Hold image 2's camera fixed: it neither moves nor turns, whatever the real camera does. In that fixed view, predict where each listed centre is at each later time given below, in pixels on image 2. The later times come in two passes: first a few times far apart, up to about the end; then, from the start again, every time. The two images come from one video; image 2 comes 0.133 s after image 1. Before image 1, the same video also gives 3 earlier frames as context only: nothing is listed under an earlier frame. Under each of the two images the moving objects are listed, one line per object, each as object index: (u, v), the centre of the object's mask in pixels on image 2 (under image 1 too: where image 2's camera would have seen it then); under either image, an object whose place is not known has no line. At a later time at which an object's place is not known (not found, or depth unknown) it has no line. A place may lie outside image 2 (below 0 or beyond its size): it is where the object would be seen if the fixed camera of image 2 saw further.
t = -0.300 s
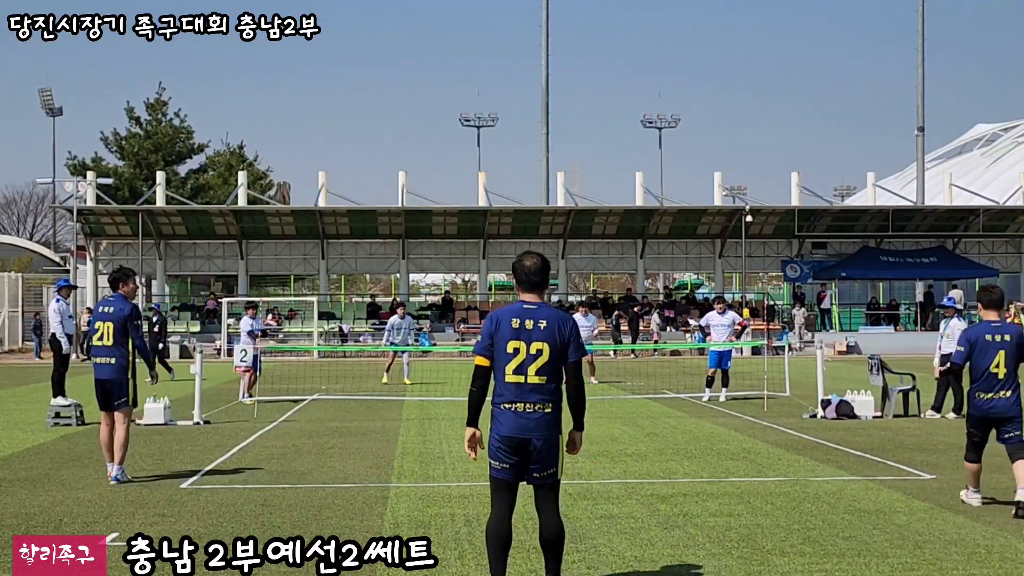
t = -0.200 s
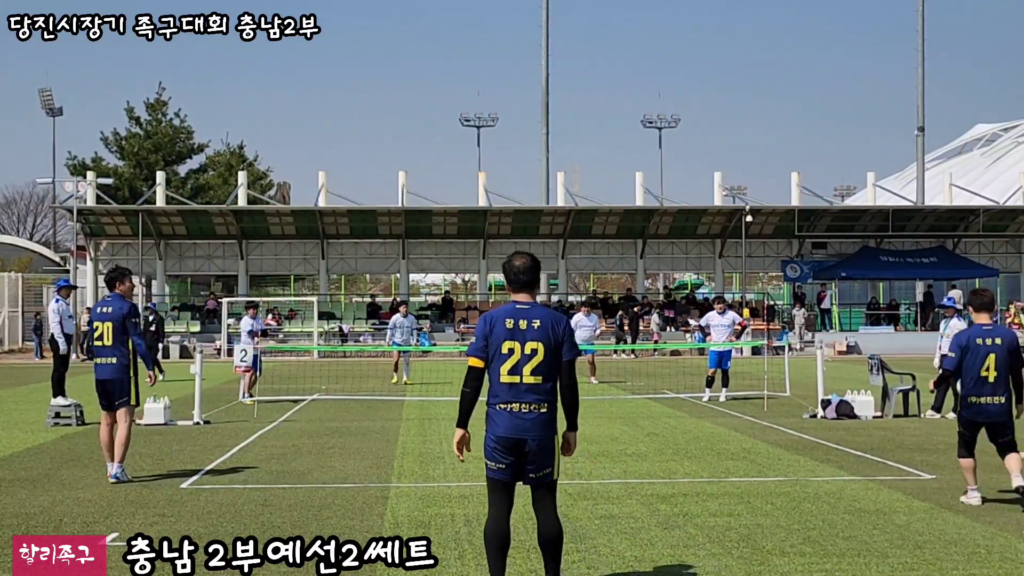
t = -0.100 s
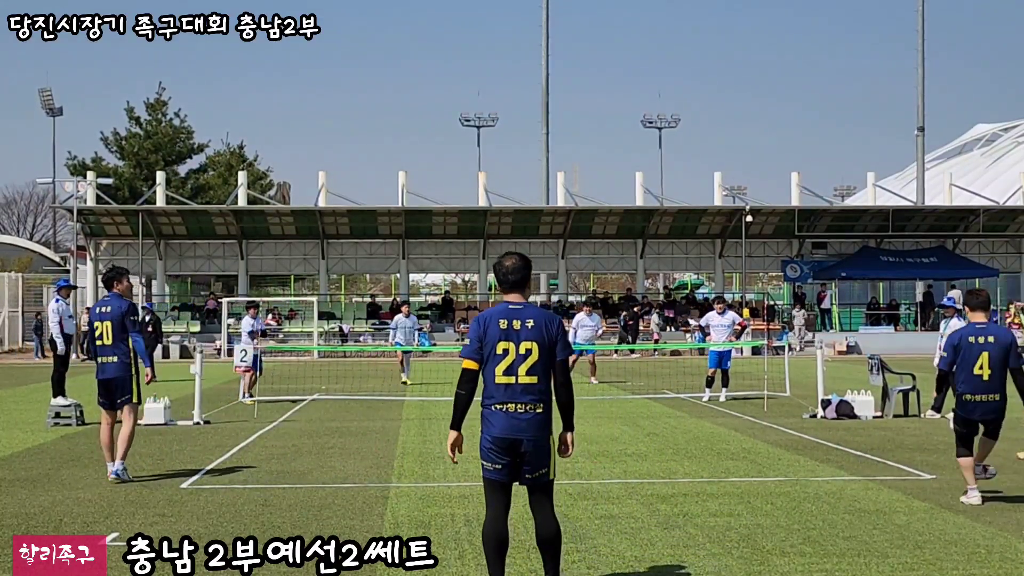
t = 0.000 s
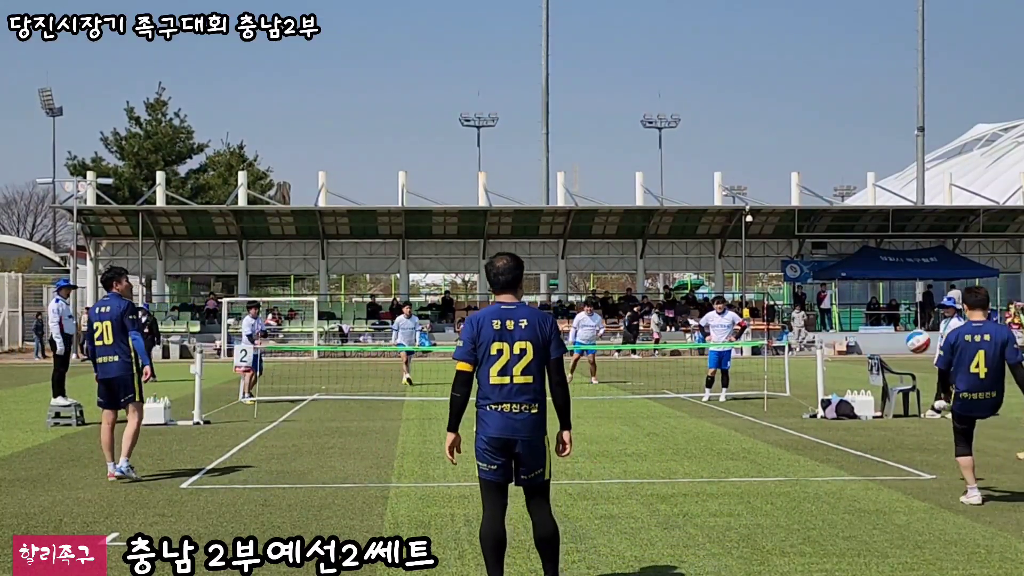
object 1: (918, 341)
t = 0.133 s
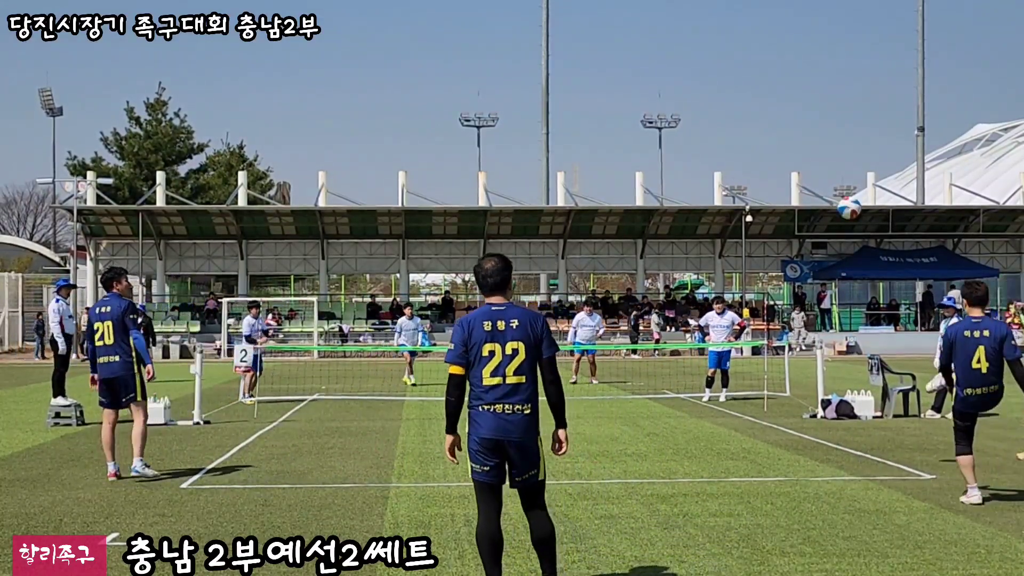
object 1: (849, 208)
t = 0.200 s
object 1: (819, 155)
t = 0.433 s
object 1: (729, 32)
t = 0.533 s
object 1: (698, 5)
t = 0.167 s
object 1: (834, 181)
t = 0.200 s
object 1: (819, 155)
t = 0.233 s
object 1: (805, 132)
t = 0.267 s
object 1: (791, 111)
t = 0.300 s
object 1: (777, 91)
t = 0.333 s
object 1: (765, 74)
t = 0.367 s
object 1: (752, 58)
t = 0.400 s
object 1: (741, 44)
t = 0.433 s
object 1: (729, 32)
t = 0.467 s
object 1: (718, 21)
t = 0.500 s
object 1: (708, 11)
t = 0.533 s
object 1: (698, 5)
